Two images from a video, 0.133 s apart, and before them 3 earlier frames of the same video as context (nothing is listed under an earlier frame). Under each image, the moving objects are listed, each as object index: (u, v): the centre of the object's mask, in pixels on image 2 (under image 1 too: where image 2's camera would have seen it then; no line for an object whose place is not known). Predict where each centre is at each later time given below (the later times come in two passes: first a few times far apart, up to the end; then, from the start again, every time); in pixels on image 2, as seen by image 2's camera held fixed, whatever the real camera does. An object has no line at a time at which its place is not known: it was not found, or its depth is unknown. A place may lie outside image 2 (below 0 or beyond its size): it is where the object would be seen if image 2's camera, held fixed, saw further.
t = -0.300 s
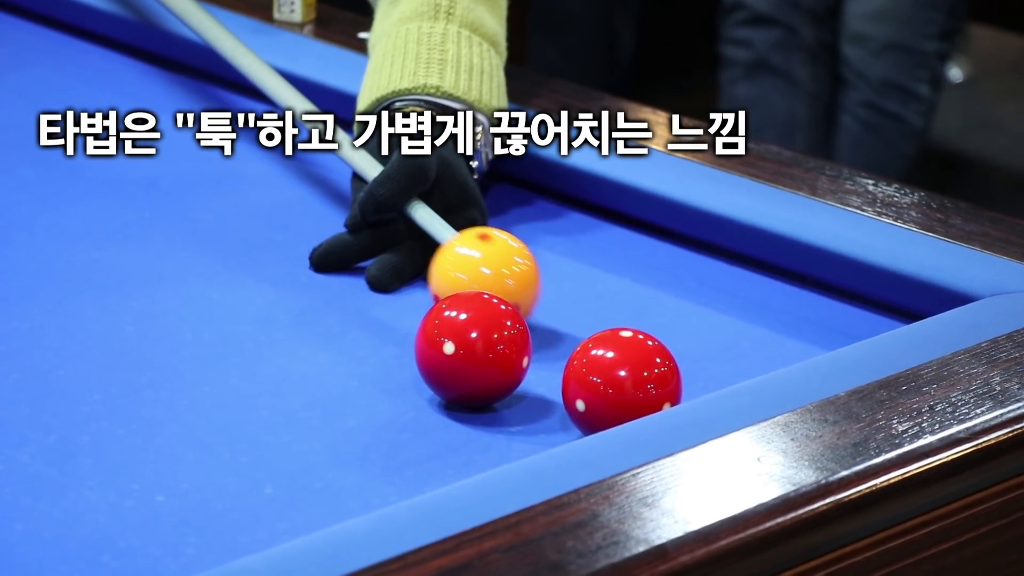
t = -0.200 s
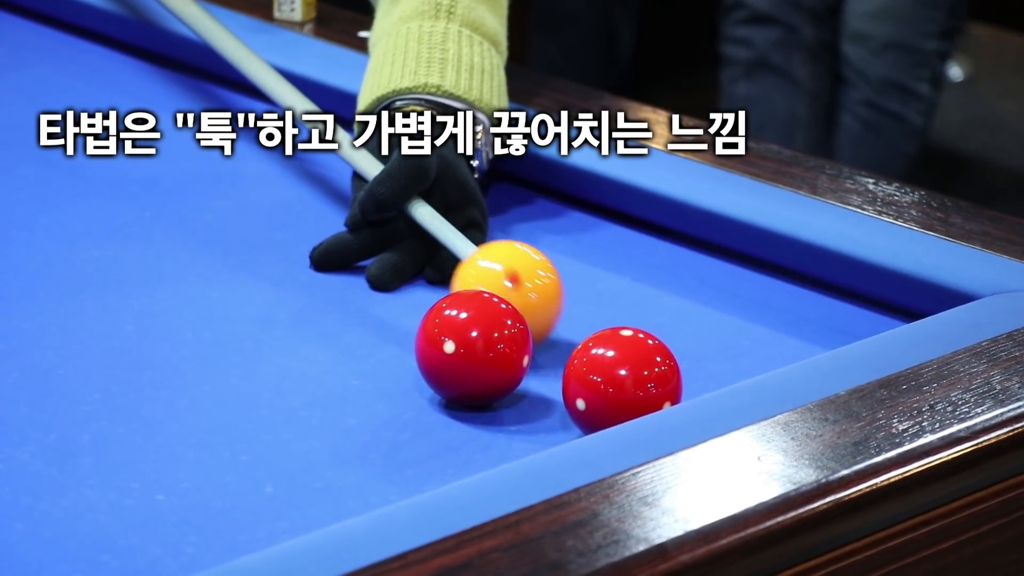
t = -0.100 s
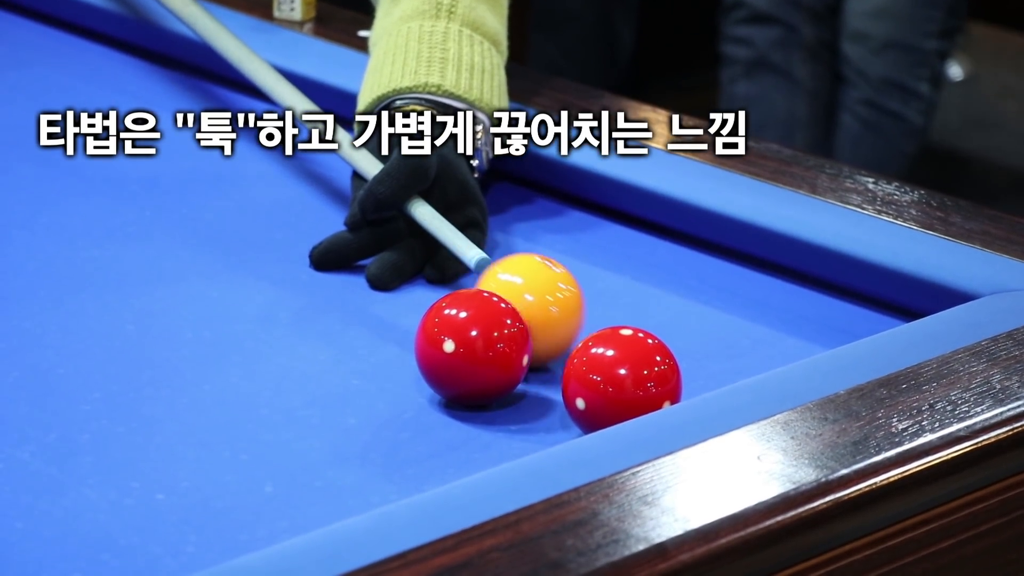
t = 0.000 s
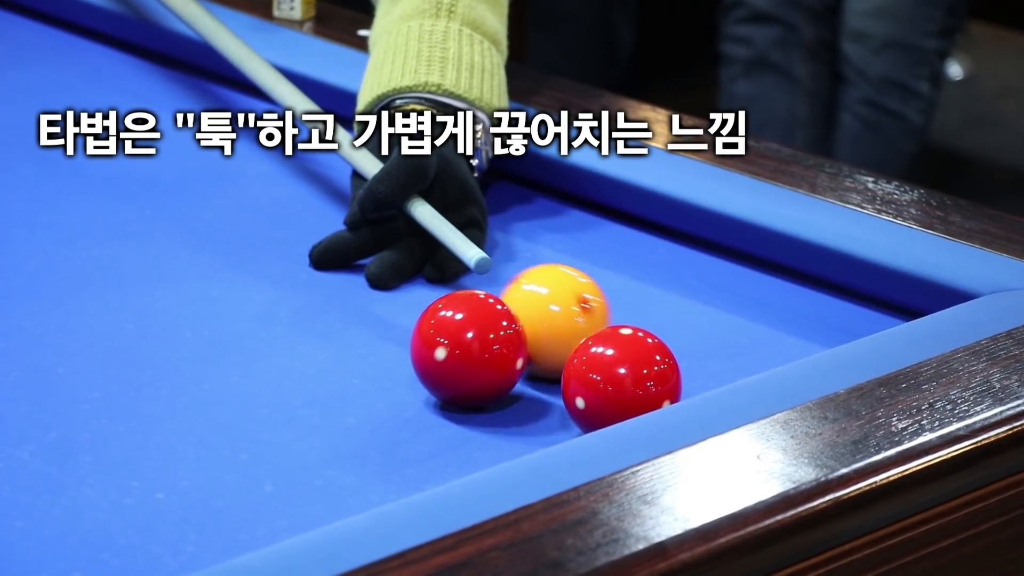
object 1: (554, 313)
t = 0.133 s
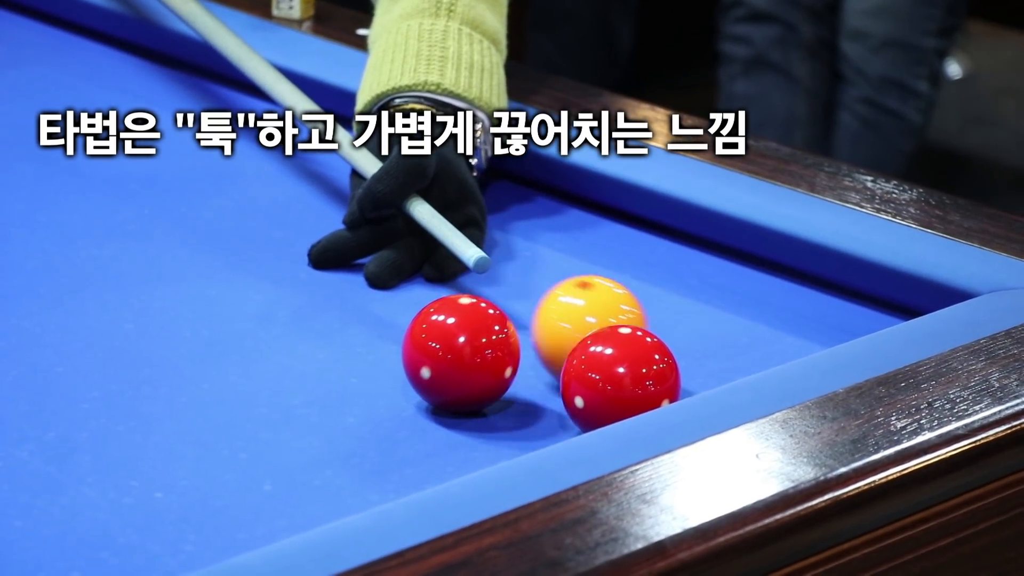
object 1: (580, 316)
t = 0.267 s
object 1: (629, 317)
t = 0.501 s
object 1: (693, 338)
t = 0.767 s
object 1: (741, 342)
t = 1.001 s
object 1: (746, 335)
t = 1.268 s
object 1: (747, 328)
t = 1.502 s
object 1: (748, 321)
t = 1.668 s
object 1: (748, 317)
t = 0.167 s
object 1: (590, 315)
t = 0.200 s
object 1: (602, 315)
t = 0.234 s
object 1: (615, 315)
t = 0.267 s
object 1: (629, 317)
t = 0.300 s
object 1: (641, 319)
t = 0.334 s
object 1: (653, 323)
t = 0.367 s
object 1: (662, 326)
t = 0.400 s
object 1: (671, 330)
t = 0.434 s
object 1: (679, 334)
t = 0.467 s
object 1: (686, 336)
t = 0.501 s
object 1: (693, 338)
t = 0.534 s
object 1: (699, 339)
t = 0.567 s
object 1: (704, 341)
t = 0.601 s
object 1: (709, 342)
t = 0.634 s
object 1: (714, 343)
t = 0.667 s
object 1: (720, 343)
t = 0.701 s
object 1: (727, 343)
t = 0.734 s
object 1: (734, 342)
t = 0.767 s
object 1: (741, 342)
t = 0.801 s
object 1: (745, 341)
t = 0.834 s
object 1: (745, 340)
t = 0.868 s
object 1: (745, 339)
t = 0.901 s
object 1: (745, 338)
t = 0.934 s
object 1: (746, 337)
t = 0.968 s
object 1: (746, 336)
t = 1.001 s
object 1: (746, 335)
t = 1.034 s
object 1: (746, 334)
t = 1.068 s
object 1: (746, 333)
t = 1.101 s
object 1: (746, 332)
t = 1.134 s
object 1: (746, 331)
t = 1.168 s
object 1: (747, 330)
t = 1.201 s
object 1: (747, 329)
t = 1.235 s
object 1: (747, 329)
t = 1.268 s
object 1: (747, 328)
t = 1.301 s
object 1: (747, 327)
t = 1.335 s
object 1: (747, 326)
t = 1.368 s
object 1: (747, 325)
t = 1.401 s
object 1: (748, 324)
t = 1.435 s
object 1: (748, 323)
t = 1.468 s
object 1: (748, 322)
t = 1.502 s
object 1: (748, 321)
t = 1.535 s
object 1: (748, 320)
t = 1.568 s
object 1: (748, 319)
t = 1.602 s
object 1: (748, 319)
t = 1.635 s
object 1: (748, 318)
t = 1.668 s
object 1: (748, 317)
